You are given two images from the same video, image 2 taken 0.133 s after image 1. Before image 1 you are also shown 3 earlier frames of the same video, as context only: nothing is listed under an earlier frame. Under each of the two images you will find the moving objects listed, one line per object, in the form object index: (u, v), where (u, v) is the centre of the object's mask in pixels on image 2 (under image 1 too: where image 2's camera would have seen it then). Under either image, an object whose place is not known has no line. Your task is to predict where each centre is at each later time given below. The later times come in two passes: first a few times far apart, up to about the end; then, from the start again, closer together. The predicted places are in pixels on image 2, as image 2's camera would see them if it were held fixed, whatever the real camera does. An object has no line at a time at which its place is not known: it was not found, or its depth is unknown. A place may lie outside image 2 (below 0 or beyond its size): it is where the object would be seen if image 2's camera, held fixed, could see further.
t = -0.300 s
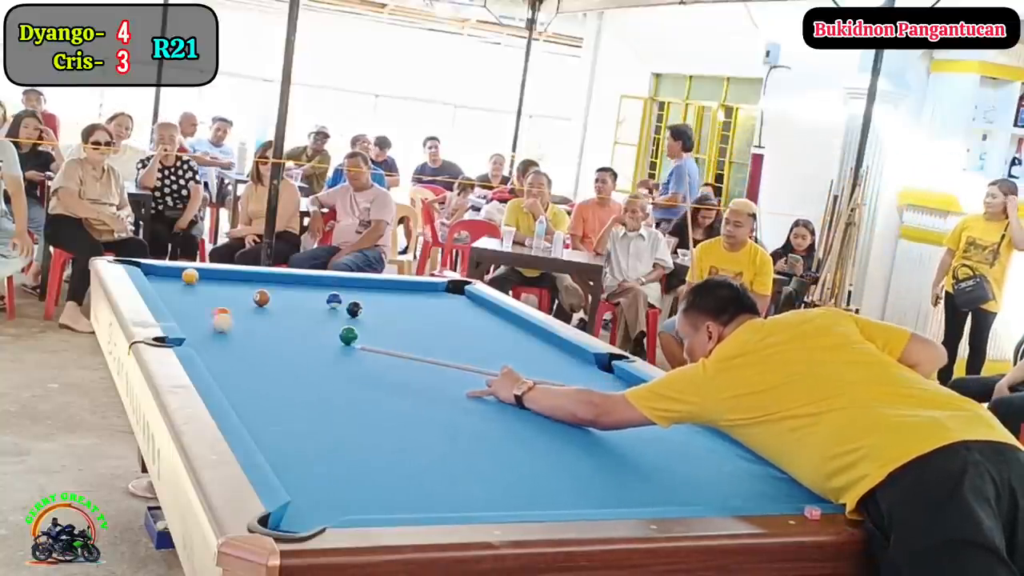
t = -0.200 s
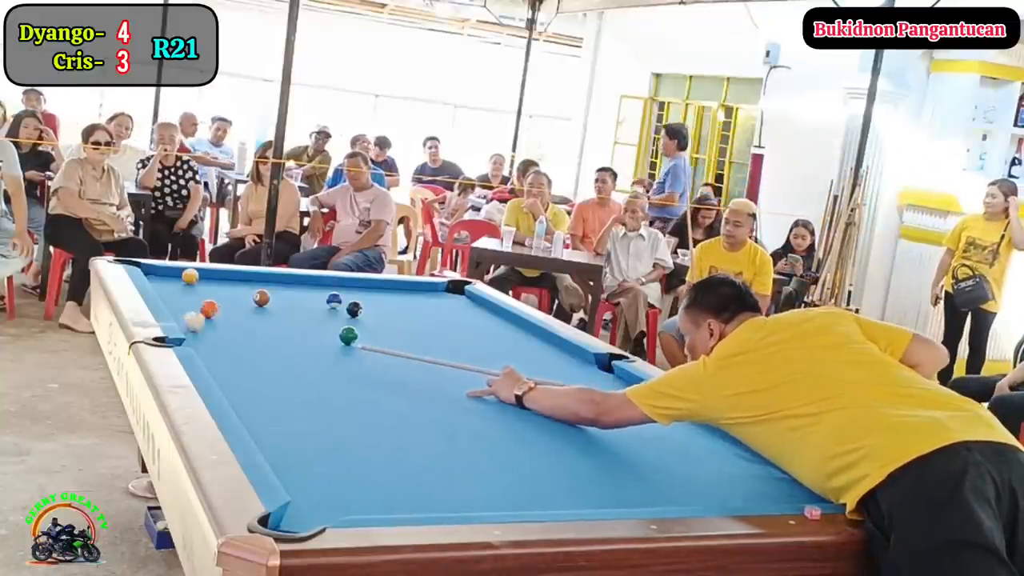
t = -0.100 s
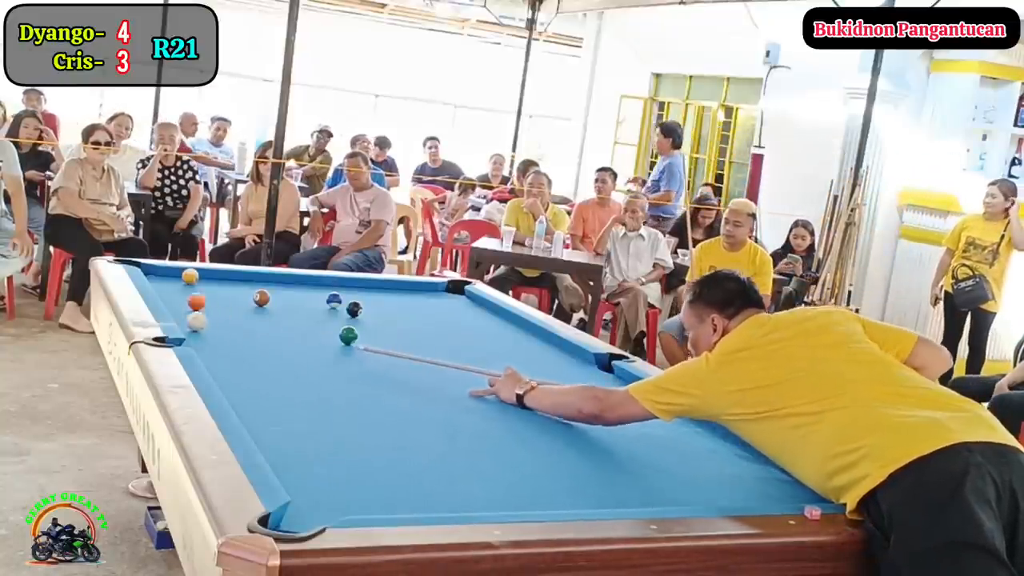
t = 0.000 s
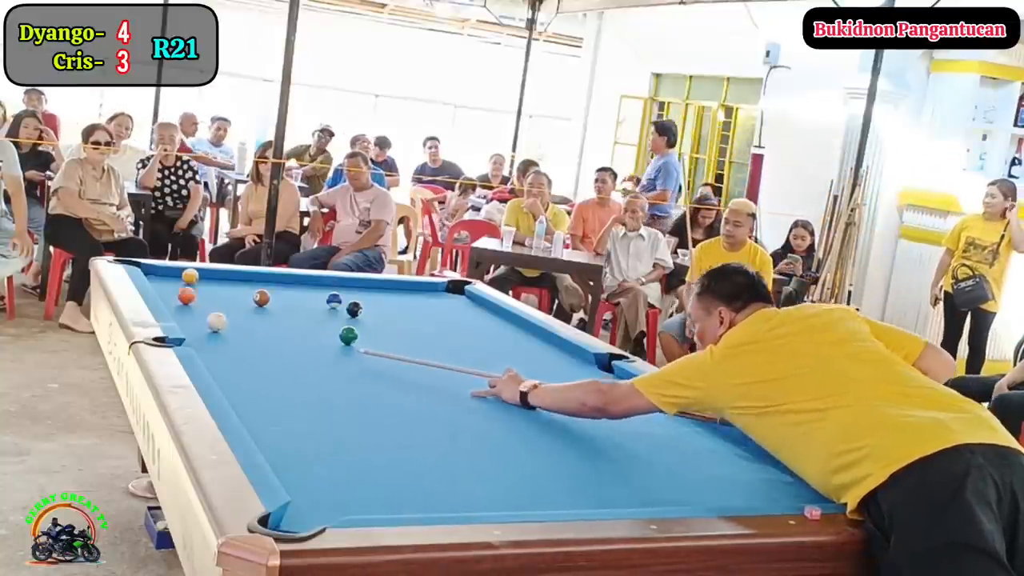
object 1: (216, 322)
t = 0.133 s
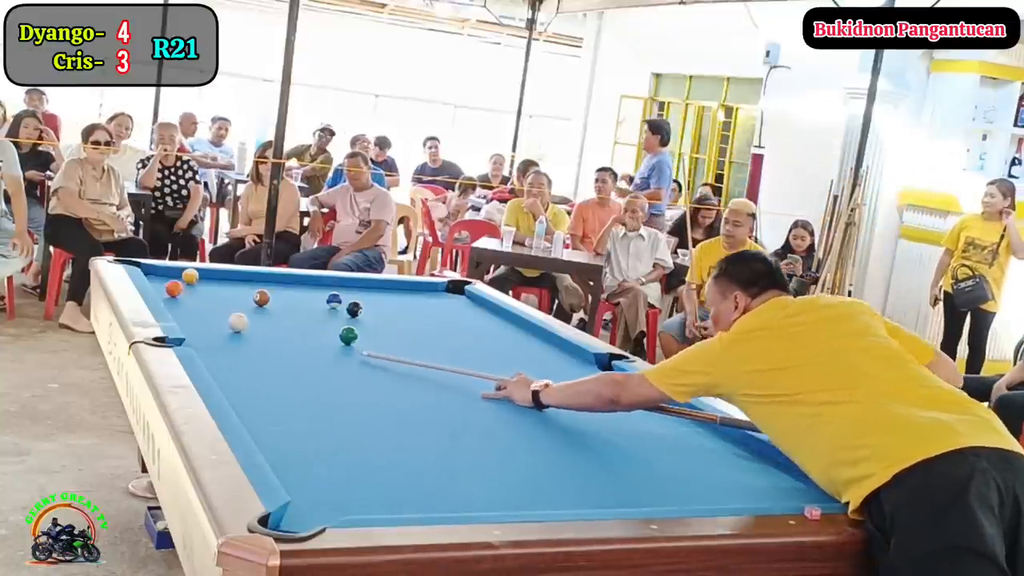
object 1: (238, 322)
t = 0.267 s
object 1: (258, 323)
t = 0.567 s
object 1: (302, 323)
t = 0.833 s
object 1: (335, 324)
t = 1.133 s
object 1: (369, 325)
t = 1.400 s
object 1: (400, 325)
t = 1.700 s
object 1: (429, 326)
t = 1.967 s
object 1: (454, 327)
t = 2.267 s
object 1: (478, 328)
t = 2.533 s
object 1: (498, 328)
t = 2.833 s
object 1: (518, 329)
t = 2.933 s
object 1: (523, 329)
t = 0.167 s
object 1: (243, 322)
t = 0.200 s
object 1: (248, 323)
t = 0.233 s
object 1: (251, 323)
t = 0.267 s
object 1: (258, 323)
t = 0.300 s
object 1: (263, 323)
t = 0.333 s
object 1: (266, 323)
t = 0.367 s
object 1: (271, 323)
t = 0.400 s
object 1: (276, 323)
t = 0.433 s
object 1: (283, 323)
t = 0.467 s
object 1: (285, 323)
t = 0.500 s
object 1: (292, 323)
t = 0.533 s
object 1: (297, 323)
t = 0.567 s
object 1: (302, 323)
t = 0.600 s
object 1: (307, 323)
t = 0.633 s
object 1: (311, 324)
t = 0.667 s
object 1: (313, 323)
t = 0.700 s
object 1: (317, 324)
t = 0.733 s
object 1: (321, 324)
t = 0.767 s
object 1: (328, 324)
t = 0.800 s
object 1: (331, 323)
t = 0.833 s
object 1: (335, 324)
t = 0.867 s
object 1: (338, 324)
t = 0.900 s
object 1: (342, 322)
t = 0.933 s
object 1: (345, 322)
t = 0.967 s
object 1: (350, 322)
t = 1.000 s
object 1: (353, 322)
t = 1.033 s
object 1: (358, 323)
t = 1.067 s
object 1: (362, 324)
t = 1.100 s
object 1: (365, 324)
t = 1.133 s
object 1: (369, 325)
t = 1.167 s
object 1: (373, 325)
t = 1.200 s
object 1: (377, 325)
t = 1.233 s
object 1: (381, 325)
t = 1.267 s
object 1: (386, 325)
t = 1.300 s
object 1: (388, 325)
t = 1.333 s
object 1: (391, 325)
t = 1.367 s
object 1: (395, 325)
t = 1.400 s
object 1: (400, 325)
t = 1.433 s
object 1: (402, 325)
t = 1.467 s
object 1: (405, 325)
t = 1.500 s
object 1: (410, 326)
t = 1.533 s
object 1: (412, 326)
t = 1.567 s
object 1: (415, 326)
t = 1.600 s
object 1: (419, 326)
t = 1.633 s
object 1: (422, 326)
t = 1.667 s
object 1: (425, 326)
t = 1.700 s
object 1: (429, 326)
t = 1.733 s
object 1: (433, 326)
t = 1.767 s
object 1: (435, 326)
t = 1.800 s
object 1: (438, 326)
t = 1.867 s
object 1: (444, 326)
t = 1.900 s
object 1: (447, 327)
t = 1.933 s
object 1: (450, 327)
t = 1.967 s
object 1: (454, 327)
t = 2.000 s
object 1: (455, 327)
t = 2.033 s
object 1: (458, 327)
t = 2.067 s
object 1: (461, 327)
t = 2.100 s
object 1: (464, 327)
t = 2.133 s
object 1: (467, 327)
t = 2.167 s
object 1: (469, 327)
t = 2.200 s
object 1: (471, 327)
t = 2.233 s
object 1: (474, 328)
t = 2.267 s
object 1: (478, 328)
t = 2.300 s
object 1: (480, 328)
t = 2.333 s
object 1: (482, 328)
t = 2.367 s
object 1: (485, 328)
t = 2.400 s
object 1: (488, 328)
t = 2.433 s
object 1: (490, 328)
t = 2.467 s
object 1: (494, 328)
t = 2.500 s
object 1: (495, 328)
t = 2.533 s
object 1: (498, 328)
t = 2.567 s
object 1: (501, 328)
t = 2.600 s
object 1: (502, 329)
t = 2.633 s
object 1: (505, 328)
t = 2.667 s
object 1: (507, 328)
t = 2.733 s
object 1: (512, 329)
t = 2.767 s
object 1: (513, 329)
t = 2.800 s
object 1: (517, 329)
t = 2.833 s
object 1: (518, 329)
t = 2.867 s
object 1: (520, 329)
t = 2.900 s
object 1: (521, 329)
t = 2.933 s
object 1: (523, 329)
